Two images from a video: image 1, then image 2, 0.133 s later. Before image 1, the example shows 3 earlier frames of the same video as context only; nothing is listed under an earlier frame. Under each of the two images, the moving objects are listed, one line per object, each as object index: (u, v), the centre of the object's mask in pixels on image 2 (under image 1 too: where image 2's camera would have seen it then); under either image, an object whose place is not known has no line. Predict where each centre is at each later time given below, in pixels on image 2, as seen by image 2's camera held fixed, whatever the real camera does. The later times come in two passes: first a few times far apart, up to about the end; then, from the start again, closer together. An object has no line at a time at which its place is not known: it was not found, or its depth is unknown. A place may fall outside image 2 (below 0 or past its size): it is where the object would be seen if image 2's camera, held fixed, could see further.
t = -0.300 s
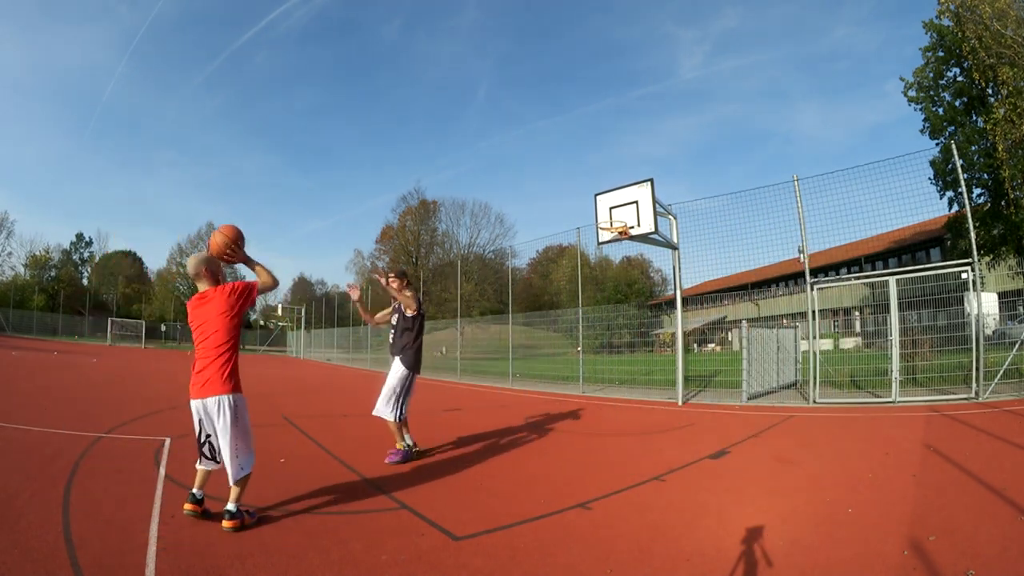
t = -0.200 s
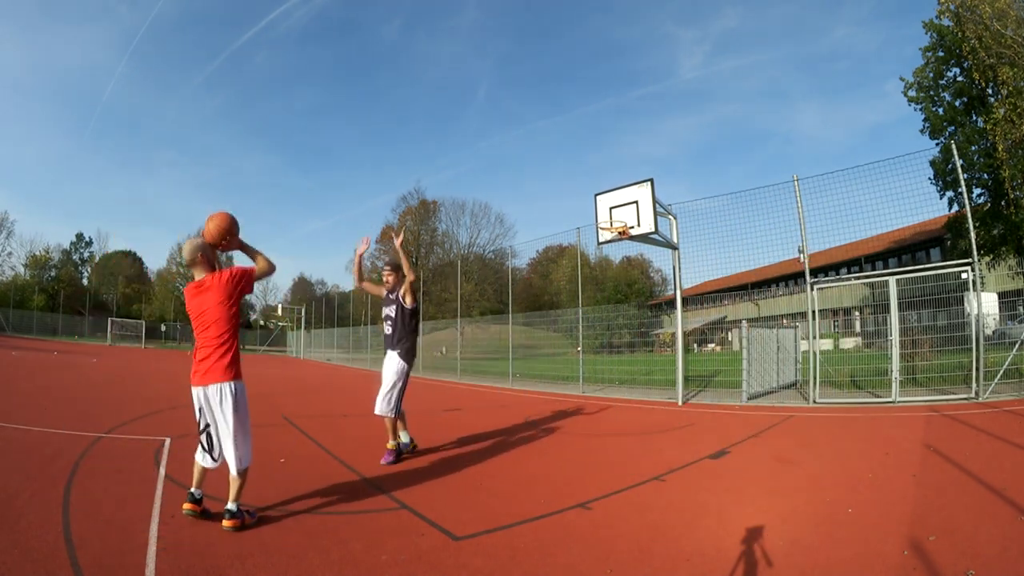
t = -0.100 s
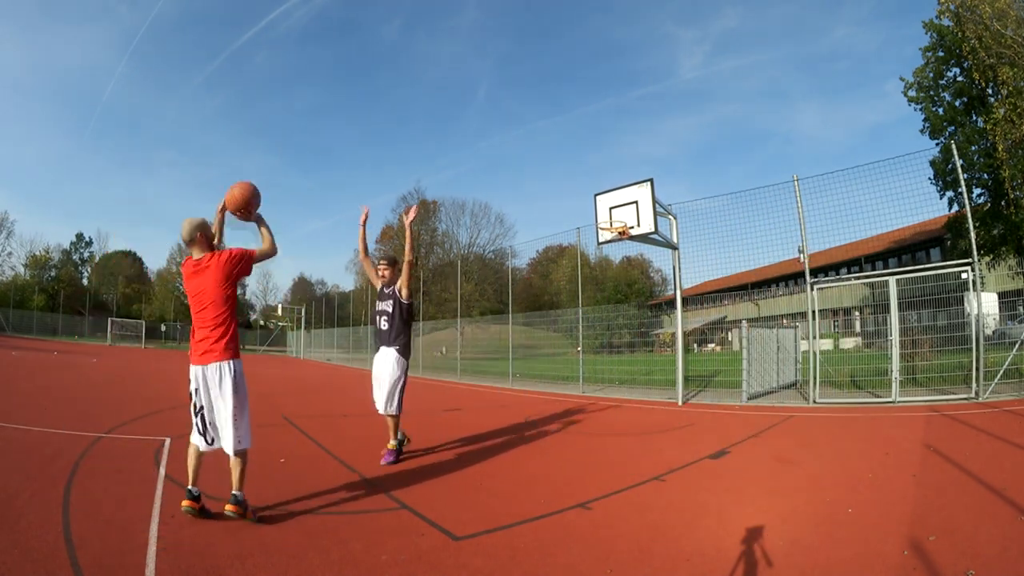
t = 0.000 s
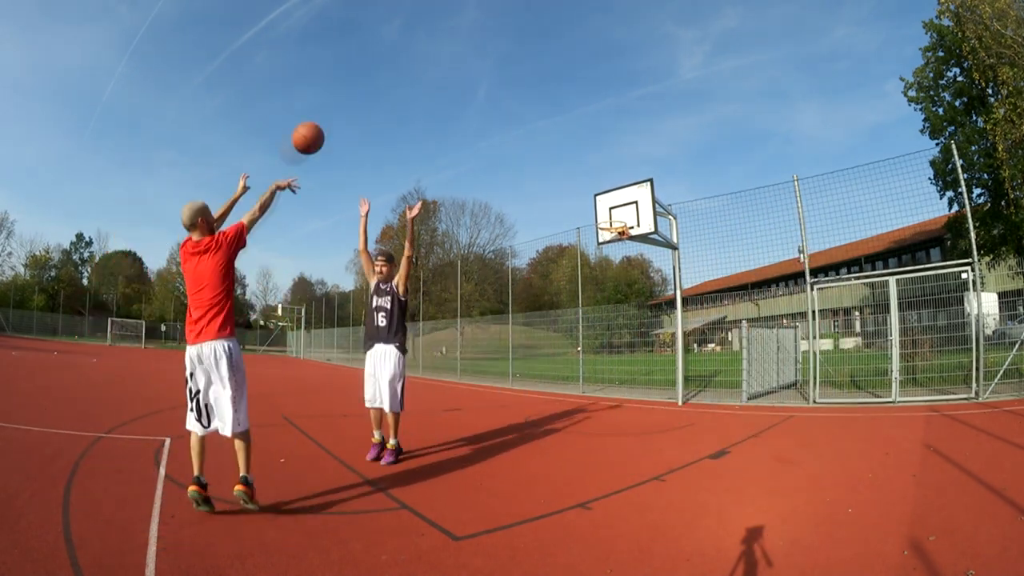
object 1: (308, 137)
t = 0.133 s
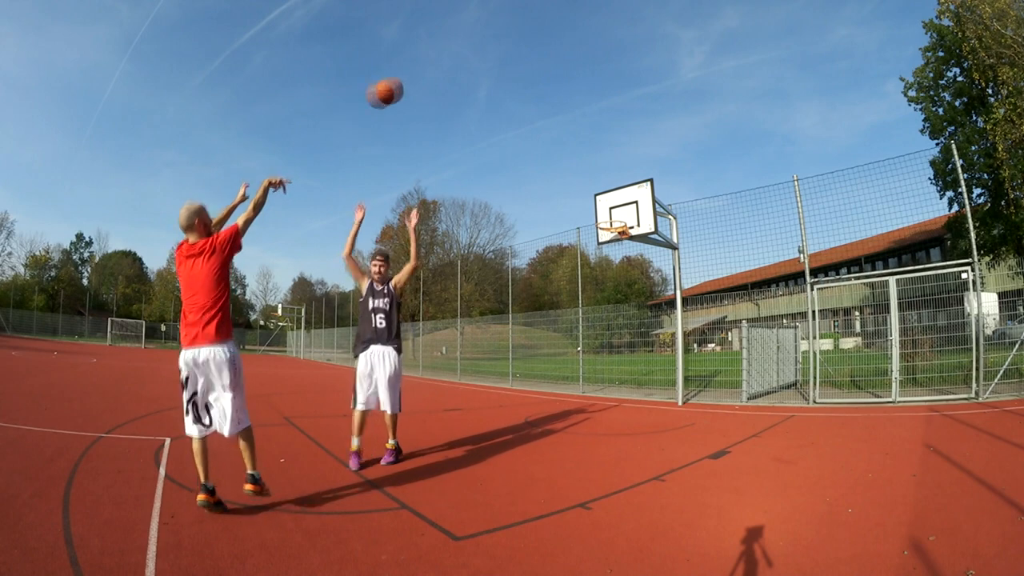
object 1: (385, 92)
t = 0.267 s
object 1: (441, 76)
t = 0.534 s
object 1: (520, 90)
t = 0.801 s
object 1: (573, 143)
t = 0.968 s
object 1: (599, 190)
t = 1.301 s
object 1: (611, 236)
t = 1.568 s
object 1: (603, 242)
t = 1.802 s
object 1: (604, 274)
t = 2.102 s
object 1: (604, 374)
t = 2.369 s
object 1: (605, 364)
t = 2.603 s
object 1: (607, 320)
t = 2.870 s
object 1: (610, 315)
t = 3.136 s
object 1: (612, 362)
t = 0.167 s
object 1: (399, 86)
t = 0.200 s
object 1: (417, 81)
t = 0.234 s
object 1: (429, 78)
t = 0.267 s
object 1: (441, 76)
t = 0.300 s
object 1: (455, 74)
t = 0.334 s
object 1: (465, 74)
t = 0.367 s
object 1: (475, 75)
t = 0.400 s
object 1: (486, 77)
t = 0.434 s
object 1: (494, 79)
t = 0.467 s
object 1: (503, 82)
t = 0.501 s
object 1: (512, 86)
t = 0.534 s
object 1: (520, 90)
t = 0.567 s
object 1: (527, 94)
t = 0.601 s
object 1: (535, 100)
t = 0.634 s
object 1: (542, 106)
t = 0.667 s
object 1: (548, 112)
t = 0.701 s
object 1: (555, 120)
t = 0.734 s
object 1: (561, 127)
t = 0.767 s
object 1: (567, 134)
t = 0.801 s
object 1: (573, 143)
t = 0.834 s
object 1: (579, 153)
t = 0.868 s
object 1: (584, 161)
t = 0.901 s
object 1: (590, 172)
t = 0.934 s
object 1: (595, 181)
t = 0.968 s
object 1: (599, 190)
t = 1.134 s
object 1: (619, 237)
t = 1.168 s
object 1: (618, 237)
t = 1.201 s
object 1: (617, 236)
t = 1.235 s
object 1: (615, 236)
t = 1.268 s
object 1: (613, 236)
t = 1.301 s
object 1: (611, 236)
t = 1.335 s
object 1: (609, 235)
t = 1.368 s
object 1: (607, 235)
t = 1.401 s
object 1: (607, 236)
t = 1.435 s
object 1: (605, 236)
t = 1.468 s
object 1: (604, 238)
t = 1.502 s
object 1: (604, 239)
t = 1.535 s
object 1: (604, 240)
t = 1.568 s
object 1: (603, 242)
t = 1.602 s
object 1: (604, 244)
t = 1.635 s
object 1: (603, 248)
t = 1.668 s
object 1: (603, 251)
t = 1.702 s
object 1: (604, 256)
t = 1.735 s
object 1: (603, 262)
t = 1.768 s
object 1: (603, 267)
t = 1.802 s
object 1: (604, 274)
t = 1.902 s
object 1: (604, 300)
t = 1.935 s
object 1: (604, 312)
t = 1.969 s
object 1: (604, 320)
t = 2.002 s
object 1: (604, 333)
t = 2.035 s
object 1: (604, 347)
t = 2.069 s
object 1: (604, 358)
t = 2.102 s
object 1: (604, 374)
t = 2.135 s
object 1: (605, 390)
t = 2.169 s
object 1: (604, 404)
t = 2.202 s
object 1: (603, 416)
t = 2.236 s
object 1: (603, 404)
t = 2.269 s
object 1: (604, 394)
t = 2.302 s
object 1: (605, 383)
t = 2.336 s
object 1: (605, 372)
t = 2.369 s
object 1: (605, 364)
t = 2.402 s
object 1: (606, 354)
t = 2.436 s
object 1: (605, 347)
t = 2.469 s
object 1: (606, 340)
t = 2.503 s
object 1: (606, 334)
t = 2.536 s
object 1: (606, 328)
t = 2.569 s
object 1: (607, 323)
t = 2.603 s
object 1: (607, 320)
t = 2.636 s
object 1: (608, 317)
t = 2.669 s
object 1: (608, 314)
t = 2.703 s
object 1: (608, 313)
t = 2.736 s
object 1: (608, 312)
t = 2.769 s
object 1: (608, 312)
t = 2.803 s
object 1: (609, 312)
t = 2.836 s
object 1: (609, 313)
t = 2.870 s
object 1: (610, 315)
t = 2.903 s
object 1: (610, 318)
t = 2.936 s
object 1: (610, 322)
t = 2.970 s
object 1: (611, 326)
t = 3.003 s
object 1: (611, 331)
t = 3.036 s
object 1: (611, 337)
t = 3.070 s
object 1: (612, 344)
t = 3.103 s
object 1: (612, 352)
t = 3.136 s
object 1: (612, 362)
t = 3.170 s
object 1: (613, 367)
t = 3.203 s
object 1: (613, 379)
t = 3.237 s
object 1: (614, 391)
